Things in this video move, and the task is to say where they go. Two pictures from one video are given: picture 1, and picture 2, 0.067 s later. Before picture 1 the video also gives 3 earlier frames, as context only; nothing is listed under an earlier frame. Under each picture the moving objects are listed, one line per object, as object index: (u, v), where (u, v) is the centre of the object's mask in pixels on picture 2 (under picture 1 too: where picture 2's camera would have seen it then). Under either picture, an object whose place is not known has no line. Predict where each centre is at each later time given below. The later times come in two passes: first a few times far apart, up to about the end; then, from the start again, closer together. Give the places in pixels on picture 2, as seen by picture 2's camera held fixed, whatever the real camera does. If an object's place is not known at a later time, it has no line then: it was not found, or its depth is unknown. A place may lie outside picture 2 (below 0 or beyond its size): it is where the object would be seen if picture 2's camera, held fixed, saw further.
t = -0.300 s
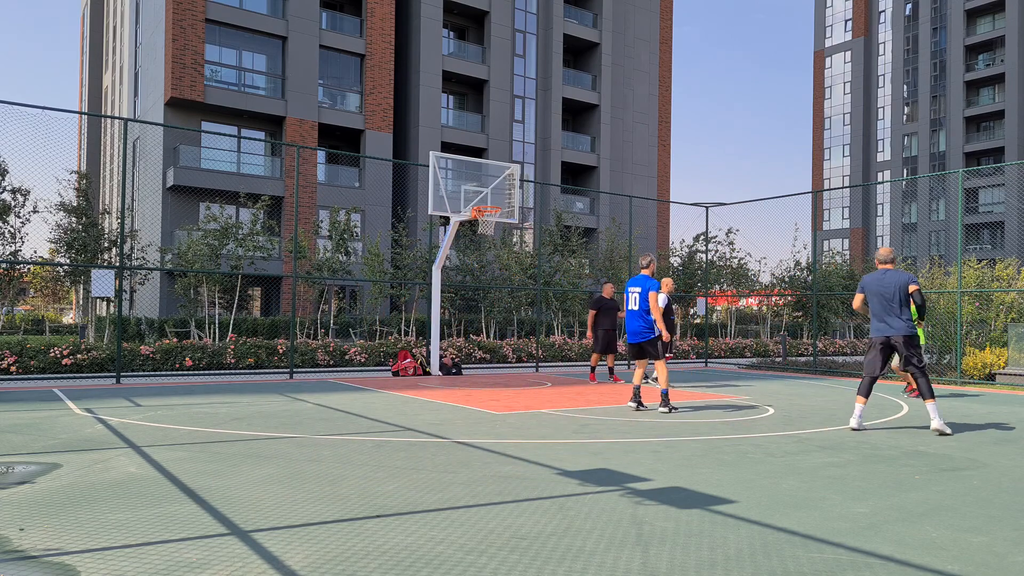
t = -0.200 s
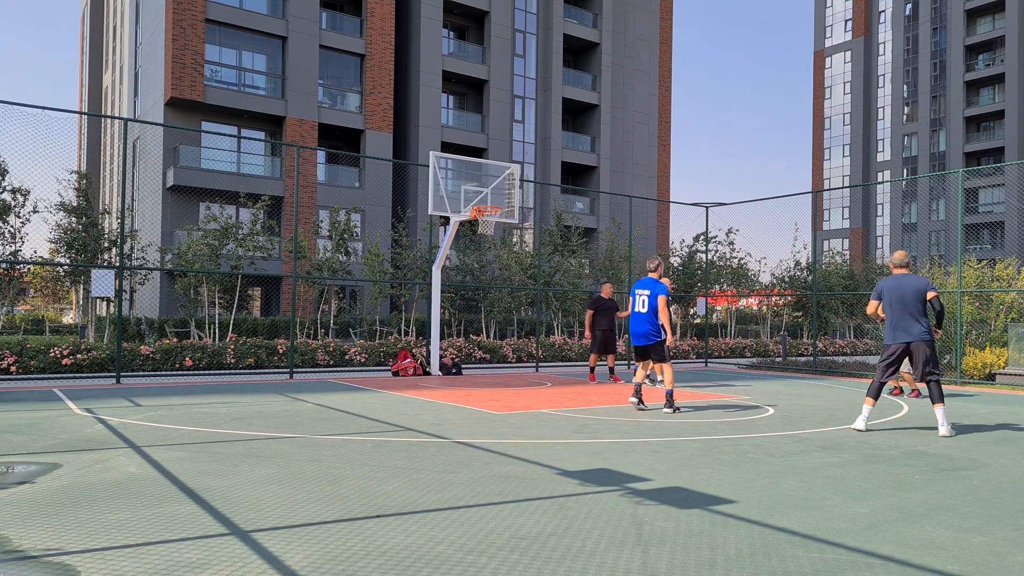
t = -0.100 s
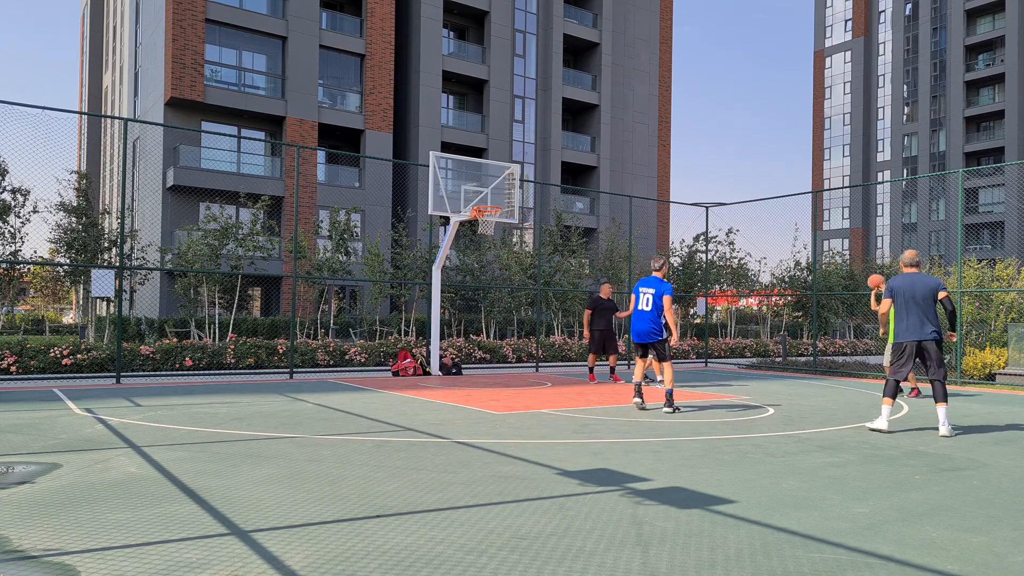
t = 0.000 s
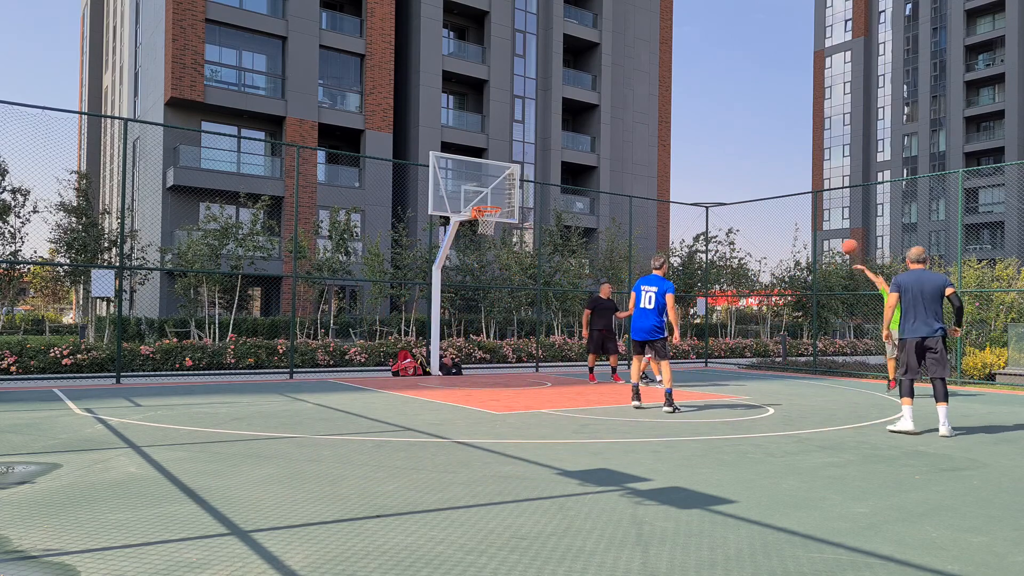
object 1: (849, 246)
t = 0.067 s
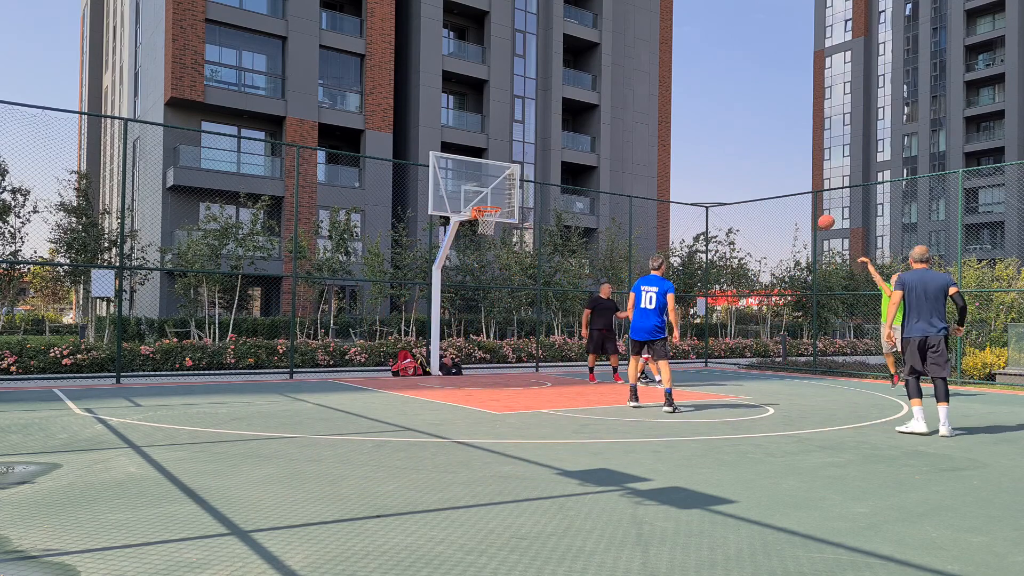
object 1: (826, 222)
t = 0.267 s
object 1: (759, 165)
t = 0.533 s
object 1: (673, 130)
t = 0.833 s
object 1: (580, 140)
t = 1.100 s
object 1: (501, 193)
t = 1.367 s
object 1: (495, 219)
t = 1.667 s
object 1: (495, 228)
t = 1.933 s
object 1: (478, 267)
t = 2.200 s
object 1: (459, 350)
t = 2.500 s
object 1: (445, 317)
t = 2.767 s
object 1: (434, 283)
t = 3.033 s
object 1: (421, 291)
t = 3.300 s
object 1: (408, 341)
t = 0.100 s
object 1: (815, 210)
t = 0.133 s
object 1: (803, 200)
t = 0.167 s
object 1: (792, 190)
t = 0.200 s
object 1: (781, 181)
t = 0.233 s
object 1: (770, 173)
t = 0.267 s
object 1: (759, 165)
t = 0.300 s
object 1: (748, 158)
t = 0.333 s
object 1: (737, 152)
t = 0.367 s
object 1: (726, 147)
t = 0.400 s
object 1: (715, 142)
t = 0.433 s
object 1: (705, 138)
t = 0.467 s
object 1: (694, 134)
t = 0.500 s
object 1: (683, 132)
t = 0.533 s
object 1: (673, 130)
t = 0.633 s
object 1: (641, 127)
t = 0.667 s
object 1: (631, 128)
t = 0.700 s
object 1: (621, 129)
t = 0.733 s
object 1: (610, 131)
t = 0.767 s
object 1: (600, 133)
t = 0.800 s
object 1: (590, 137)
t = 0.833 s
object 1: (580, 140)
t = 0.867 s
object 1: (570, 145)
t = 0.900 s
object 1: (560, 150)
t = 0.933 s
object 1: (550, 155)
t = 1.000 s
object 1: (531, 169)
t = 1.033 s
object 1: (522, 176)
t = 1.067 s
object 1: (511, 184)
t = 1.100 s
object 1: (501, 193)
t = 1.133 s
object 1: (492, 201)
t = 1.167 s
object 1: (484, 203)
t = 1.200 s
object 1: (480, 205)
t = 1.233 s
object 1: (479, 209)
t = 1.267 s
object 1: (478, 210)
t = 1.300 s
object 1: (478, 210)
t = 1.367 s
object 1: (495, 219)
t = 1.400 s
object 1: (498, 220)
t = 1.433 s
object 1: (499, 220)
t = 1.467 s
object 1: (500, 220)
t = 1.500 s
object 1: (500, 220)
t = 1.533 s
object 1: (500, 220)
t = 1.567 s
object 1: (499, 221)
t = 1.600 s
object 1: (498, 223)
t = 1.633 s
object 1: (497, 224)
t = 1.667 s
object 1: (495, 228)
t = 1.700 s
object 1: (492, 231)
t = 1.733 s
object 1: (491, 233)
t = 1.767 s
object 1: (488, 237)
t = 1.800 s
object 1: (486, 242)
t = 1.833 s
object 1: (484, 247)
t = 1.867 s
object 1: (482, 253)
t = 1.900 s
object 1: (480, 260)
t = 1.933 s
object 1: (478, 267)
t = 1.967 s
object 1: (476, 275)
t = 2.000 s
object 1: (473, 284)
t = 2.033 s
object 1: (471, 293)
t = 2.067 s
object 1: (469, 303)
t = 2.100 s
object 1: (466, 314)
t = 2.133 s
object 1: (464, 325)
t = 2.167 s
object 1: (462, 337)
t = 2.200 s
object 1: (459, 350)
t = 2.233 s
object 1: (457, 364)
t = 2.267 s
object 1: (454, 378)
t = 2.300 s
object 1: (453, 370)
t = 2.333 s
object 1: (452, 360)
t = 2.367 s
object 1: (450, 350)
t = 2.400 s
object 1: (449, 340)
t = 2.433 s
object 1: (448, 332)
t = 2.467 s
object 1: (446, 324)
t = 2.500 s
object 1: (445, 317)
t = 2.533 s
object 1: (444, 310)
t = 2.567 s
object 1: (443, 304)
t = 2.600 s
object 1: (441, 299)
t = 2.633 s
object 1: (440, 294)
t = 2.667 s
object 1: (439, 290)
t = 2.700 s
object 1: (437, 287)
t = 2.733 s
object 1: (435, 285)
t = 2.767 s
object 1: (434, 283)
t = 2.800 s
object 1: (432, 281)
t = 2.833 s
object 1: (431, 281)
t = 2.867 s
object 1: (429, 280)
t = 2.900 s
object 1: (428, 281)
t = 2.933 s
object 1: (426, 282)
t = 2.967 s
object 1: (425, 284)
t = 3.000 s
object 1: (423, 287)
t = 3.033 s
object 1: (421, 291)
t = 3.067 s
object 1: (420, 295)
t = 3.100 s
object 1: (418, 299)
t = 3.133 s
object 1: (417, 305)
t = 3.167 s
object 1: (415, 310)
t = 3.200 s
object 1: (413, 317)
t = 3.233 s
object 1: (411, 324)
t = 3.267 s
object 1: (409, 333)
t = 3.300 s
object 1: (408, 341)
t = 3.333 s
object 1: (406, 350)
